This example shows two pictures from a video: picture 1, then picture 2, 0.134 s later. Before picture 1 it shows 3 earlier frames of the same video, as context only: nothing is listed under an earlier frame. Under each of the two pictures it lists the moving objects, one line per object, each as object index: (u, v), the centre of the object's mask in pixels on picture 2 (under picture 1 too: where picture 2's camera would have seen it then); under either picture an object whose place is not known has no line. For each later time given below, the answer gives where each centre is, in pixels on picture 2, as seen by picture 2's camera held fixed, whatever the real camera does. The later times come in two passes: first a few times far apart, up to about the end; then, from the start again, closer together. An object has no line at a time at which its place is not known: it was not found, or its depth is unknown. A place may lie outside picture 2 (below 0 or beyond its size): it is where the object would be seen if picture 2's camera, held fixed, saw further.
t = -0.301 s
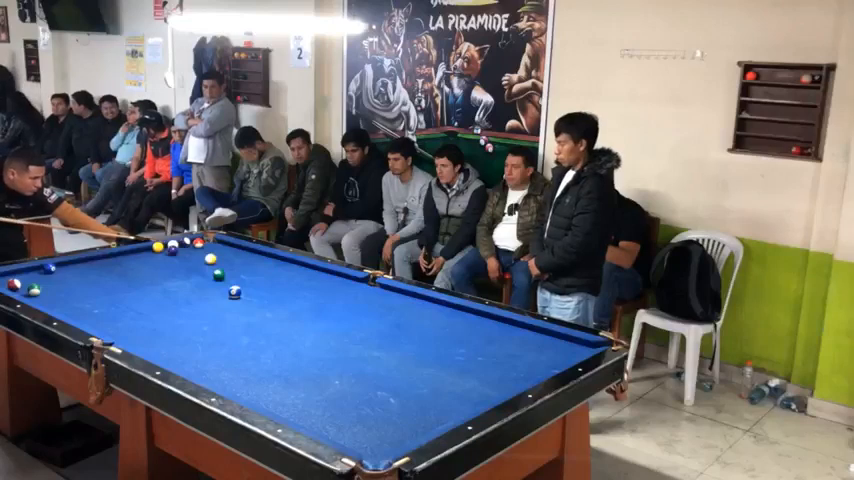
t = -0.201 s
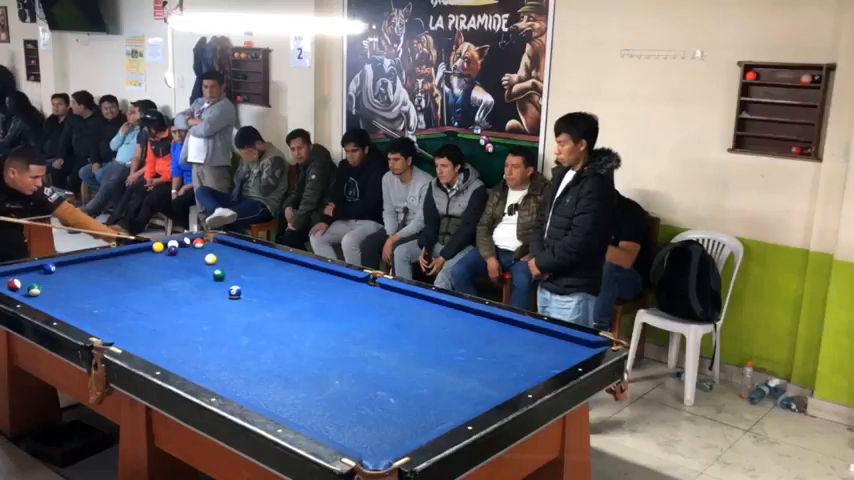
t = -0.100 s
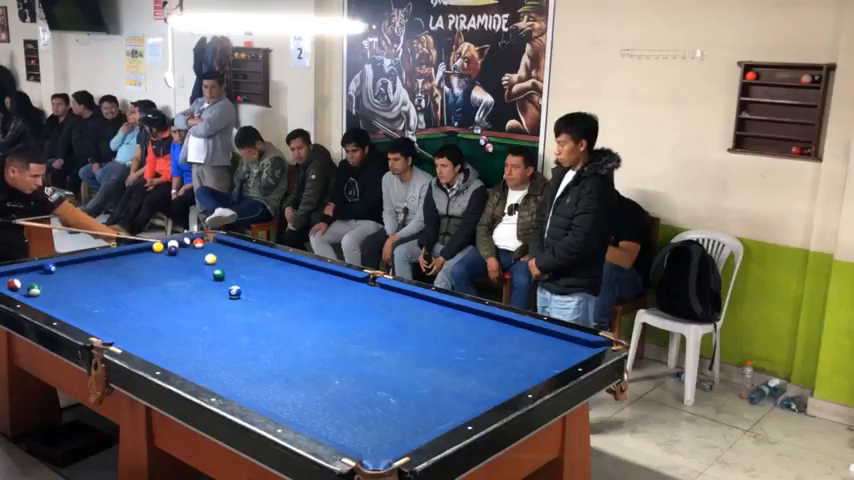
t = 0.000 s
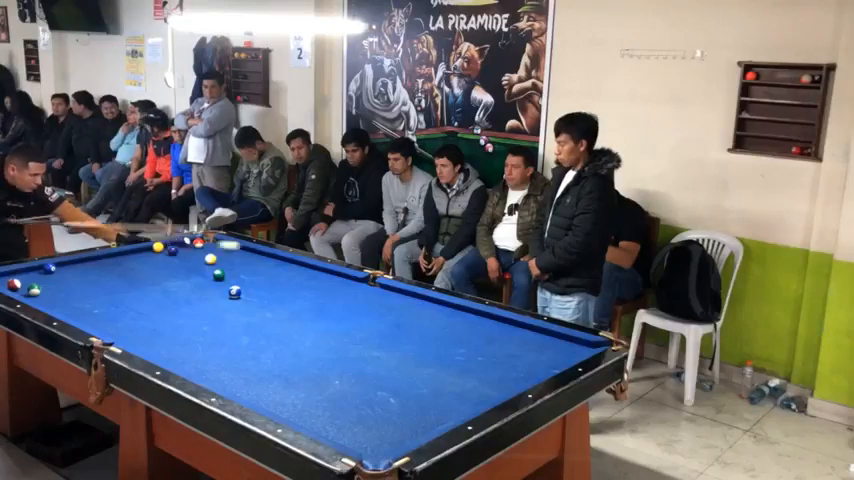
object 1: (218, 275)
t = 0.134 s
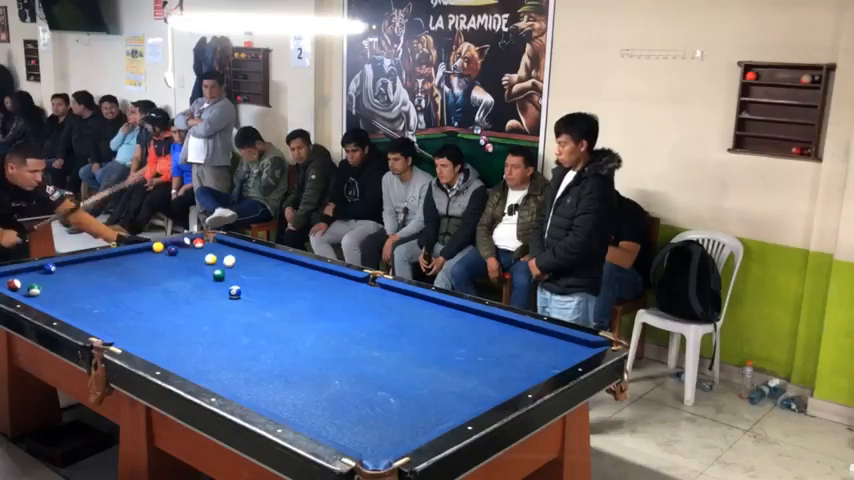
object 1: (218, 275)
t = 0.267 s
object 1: (208, 281)
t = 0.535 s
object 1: (163, 309)
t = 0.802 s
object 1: (119, 337)
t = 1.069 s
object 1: (182, 333)
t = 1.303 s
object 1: (233, 329)
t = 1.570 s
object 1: (287, 326)
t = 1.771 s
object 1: (325, 323)
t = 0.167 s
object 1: (218, 275)
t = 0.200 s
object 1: (218, 275)
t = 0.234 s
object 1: (214, 277)
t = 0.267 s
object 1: (208, 281)
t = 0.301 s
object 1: (202, 285)
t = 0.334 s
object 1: (196, 288)
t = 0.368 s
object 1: (191, 292)
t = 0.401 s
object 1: (185, 295)
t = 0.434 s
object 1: (179, 299)
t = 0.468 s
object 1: (174, 302)
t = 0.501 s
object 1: (168, 305)
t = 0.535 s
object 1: (163, 309)
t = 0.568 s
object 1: (157, 312)
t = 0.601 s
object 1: (151, 316)
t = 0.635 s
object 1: (145, 320)
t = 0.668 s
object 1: (138, 324)
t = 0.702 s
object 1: (132, 327)
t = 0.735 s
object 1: (126, 331)
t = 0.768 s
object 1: (120, 335)
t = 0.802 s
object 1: (119, 337)
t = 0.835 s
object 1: (128, 337)
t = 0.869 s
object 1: (136, 336)
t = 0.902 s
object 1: (144, 336)
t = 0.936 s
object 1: (152, 335)
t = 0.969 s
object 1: (160, 334)
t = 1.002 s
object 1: (168, 333)
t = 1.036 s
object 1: (175, 333)
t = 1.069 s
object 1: (182, 333)
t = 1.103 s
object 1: (190, 332)
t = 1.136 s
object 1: (197, 332)
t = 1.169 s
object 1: (204, 331)
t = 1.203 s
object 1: (212, 331)
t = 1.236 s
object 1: (218, 330)
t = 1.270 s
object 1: (225, 330)
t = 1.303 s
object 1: (233, 329)
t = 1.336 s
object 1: (240, 328)
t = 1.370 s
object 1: (247, 328)
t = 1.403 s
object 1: (253, 328)
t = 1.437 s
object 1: (260, 327)
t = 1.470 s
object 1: (267, 327)
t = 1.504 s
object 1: (273, 327)
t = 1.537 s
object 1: (280, 326)
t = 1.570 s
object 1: (287, 326)
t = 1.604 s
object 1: (293, 325)
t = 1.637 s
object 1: (300, 325)
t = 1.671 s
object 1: (306, 324)
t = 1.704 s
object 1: (319, 323)
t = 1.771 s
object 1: (325, 323)
